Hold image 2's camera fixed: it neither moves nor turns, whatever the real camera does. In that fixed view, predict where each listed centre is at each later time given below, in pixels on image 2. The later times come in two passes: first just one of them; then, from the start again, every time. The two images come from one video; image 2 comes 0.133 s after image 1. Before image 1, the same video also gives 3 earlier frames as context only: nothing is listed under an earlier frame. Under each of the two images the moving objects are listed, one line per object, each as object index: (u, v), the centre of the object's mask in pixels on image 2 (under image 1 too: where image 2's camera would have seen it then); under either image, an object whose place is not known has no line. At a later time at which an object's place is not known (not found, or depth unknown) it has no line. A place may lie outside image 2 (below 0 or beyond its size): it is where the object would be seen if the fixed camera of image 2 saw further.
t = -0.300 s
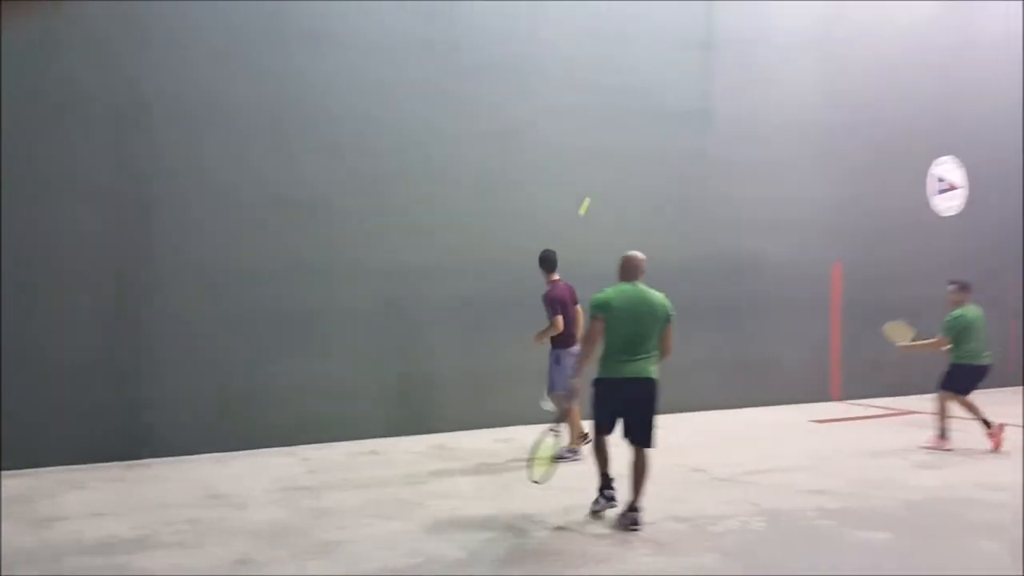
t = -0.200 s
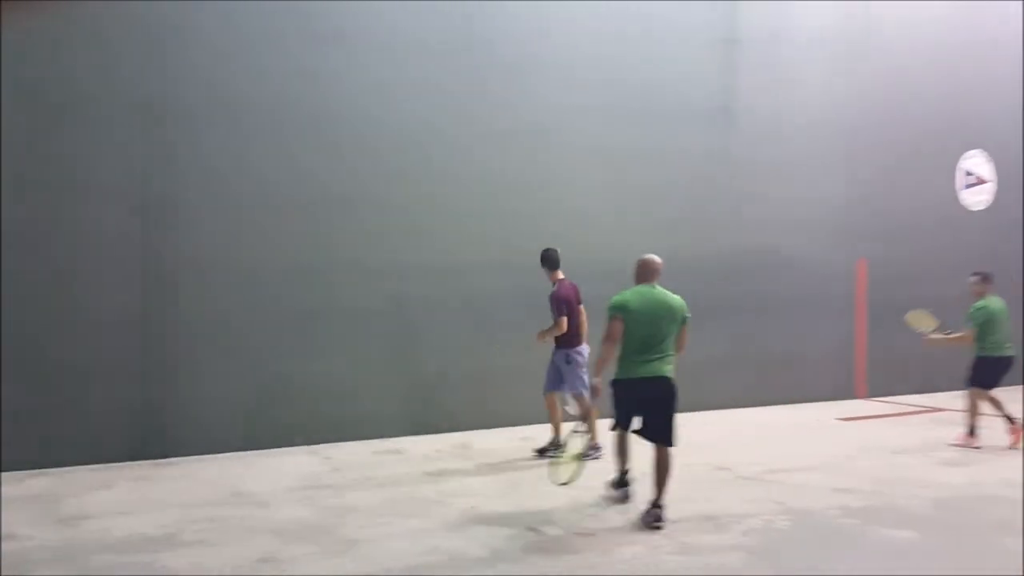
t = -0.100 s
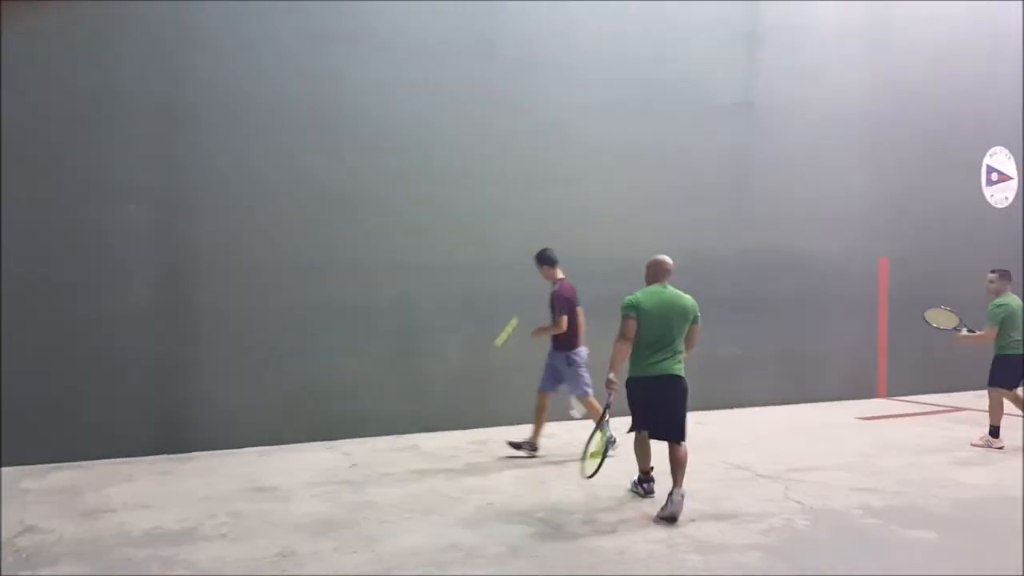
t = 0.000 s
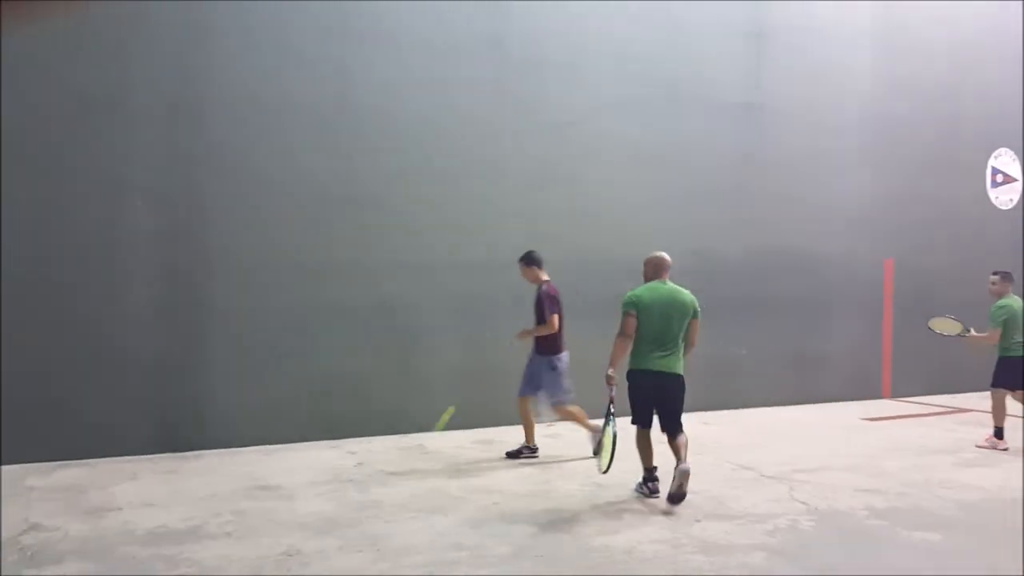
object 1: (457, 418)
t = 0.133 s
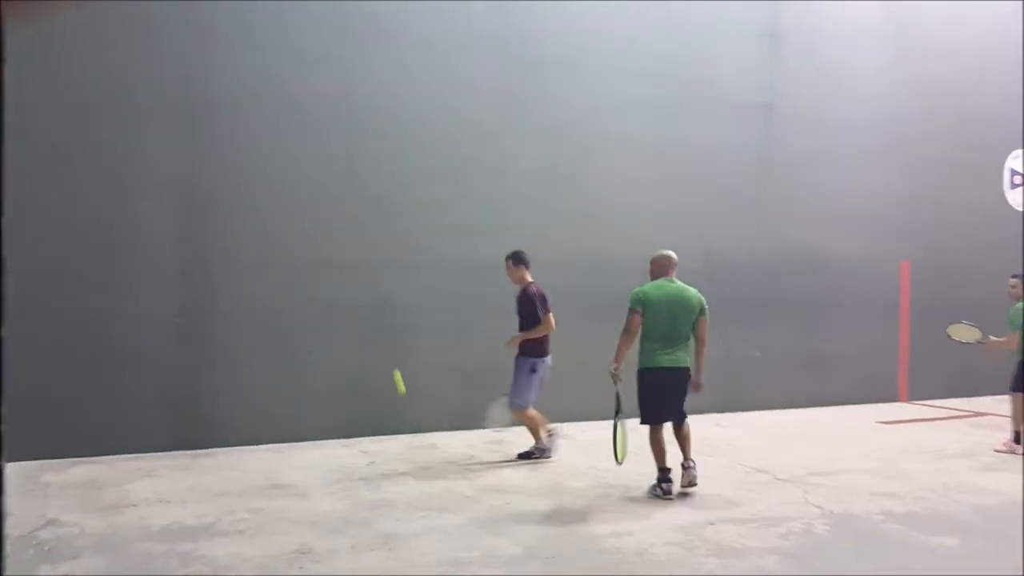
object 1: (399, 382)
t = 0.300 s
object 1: (340, 289)
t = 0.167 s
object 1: (387, 360)
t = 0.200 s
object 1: (376, 342)
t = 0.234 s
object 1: (365, 322)
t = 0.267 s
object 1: (353, 305)
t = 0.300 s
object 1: (340, 289)
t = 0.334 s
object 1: (327, 272)
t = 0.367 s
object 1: (314, 257)
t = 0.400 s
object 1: (300, 244)
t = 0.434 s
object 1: (284, 231)
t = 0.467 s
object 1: (271, 220)
